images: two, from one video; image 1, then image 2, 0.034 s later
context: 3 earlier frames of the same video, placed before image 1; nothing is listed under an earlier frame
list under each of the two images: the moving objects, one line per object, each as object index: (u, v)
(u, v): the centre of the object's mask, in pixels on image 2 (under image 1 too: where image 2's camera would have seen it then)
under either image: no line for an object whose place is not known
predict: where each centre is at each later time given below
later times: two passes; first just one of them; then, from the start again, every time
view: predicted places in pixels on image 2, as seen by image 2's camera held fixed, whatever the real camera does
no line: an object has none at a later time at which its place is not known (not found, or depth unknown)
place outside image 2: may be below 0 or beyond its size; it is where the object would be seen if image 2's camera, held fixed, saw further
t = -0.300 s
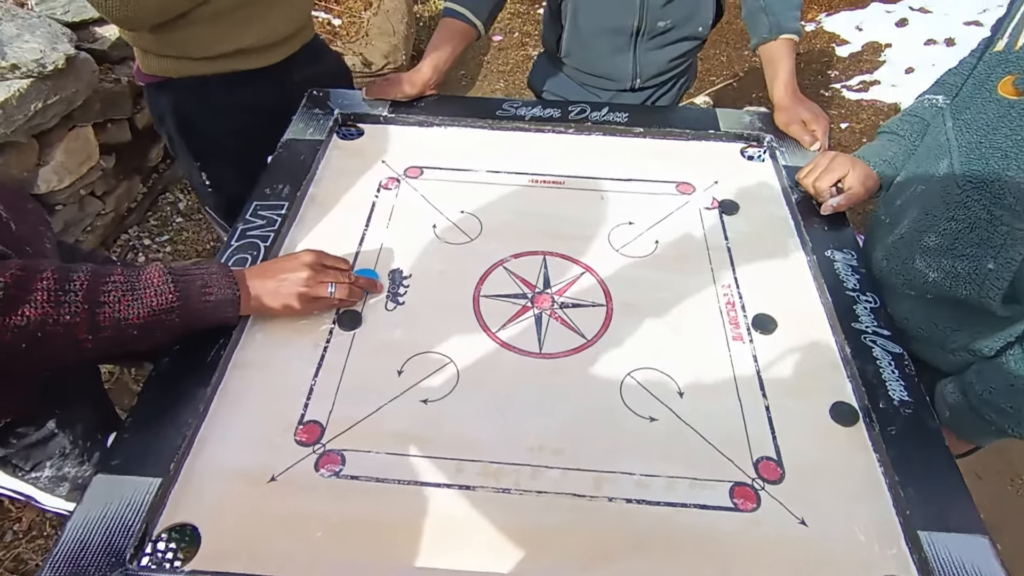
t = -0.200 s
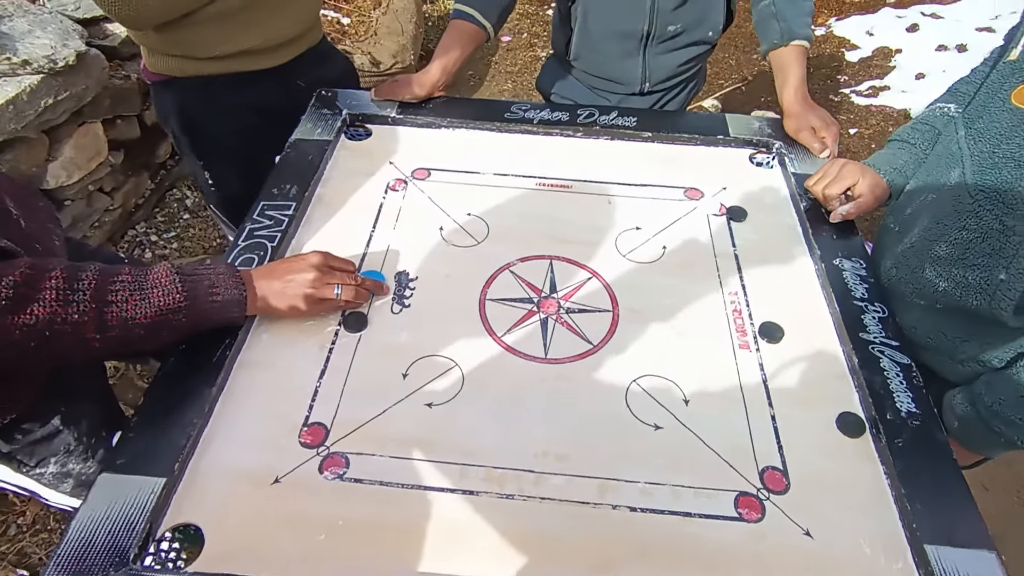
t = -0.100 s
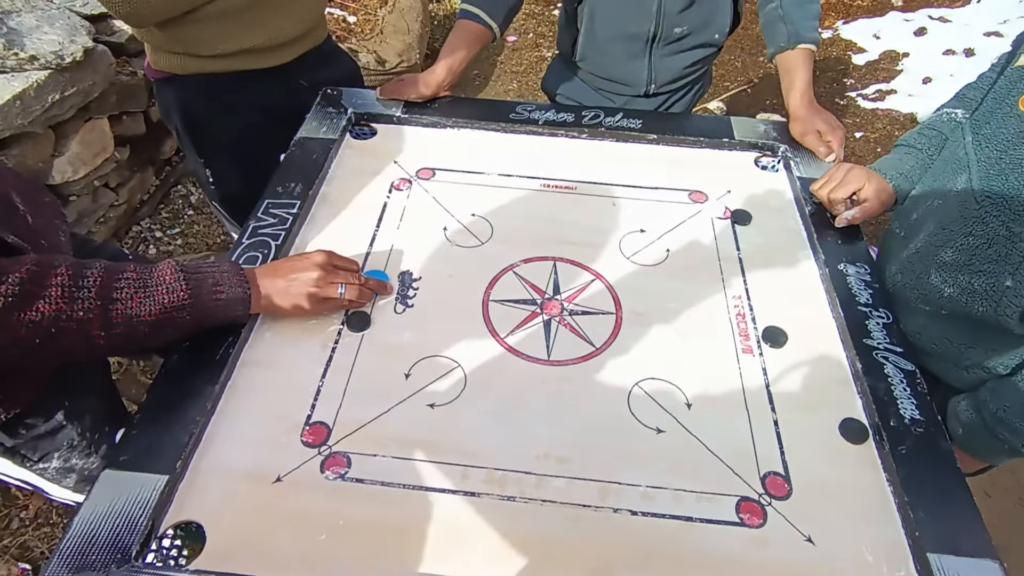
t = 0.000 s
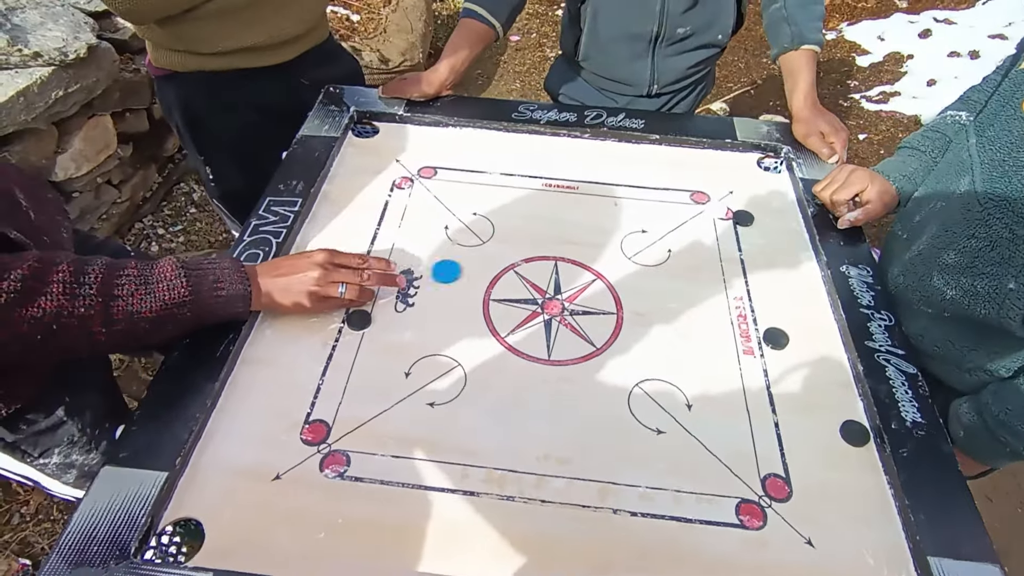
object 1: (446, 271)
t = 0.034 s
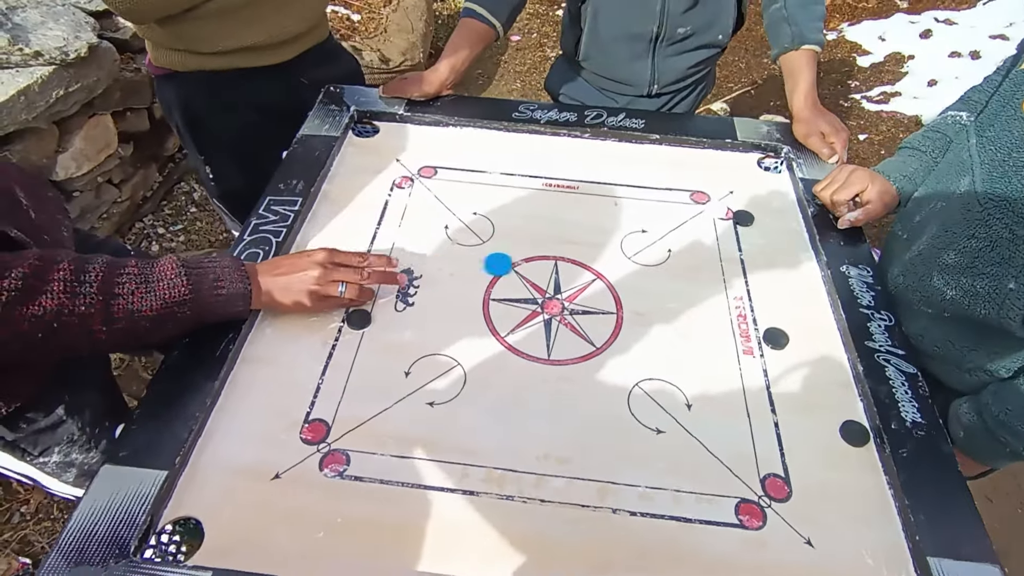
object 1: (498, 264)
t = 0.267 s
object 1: (778, 240)
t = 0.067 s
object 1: (546, 258)
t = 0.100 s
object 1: (592, 252)
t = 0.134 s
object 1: (636, 246)
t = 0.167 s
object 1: (678, 241)
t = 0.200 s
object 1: (716, 236)
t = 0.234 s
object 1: (749, 235)
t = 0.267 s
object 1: (778, 240)
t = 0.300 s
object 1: (790, 243)
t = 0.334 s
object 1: (772, 244)
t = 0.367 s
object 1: (756, 245)
